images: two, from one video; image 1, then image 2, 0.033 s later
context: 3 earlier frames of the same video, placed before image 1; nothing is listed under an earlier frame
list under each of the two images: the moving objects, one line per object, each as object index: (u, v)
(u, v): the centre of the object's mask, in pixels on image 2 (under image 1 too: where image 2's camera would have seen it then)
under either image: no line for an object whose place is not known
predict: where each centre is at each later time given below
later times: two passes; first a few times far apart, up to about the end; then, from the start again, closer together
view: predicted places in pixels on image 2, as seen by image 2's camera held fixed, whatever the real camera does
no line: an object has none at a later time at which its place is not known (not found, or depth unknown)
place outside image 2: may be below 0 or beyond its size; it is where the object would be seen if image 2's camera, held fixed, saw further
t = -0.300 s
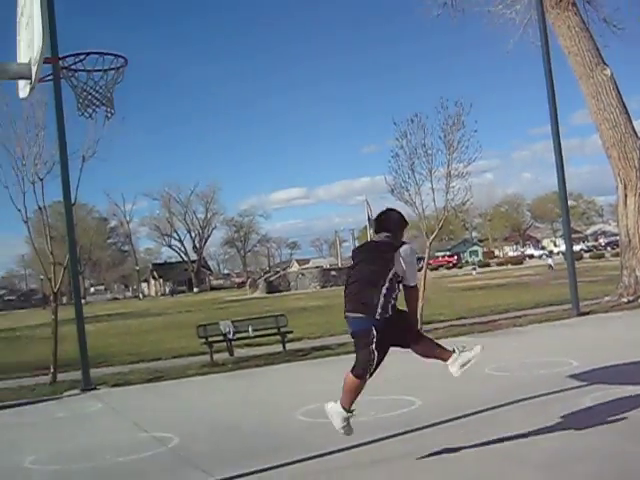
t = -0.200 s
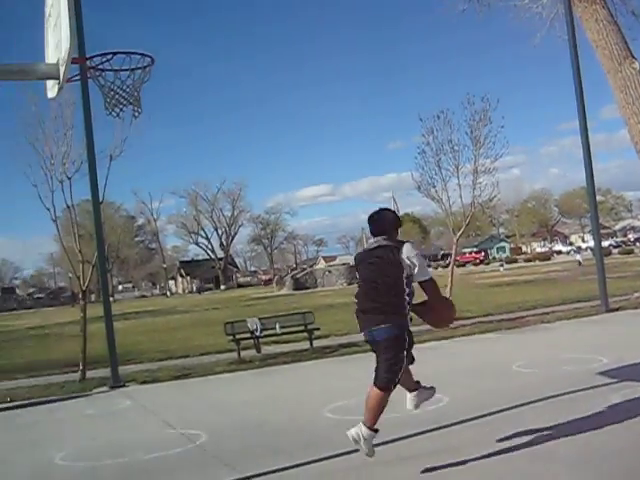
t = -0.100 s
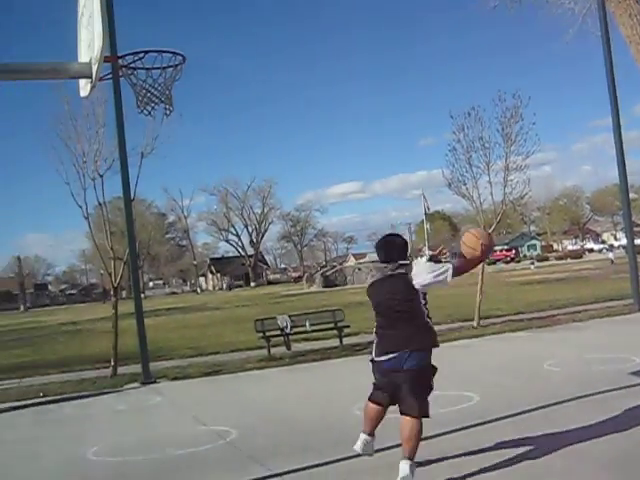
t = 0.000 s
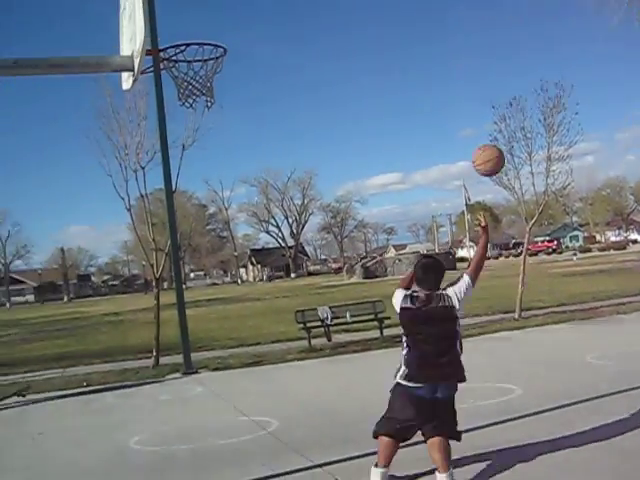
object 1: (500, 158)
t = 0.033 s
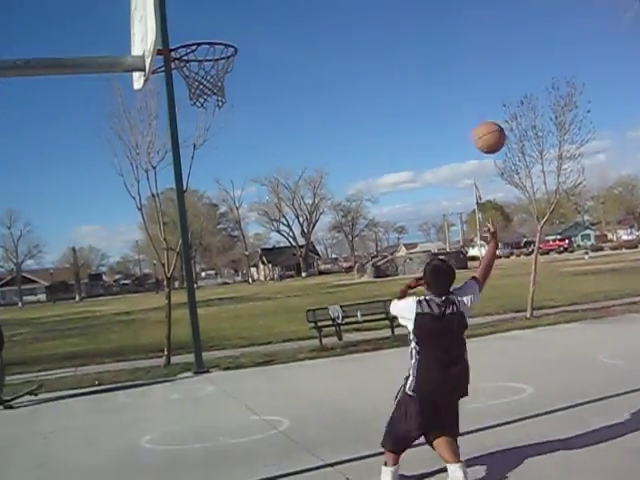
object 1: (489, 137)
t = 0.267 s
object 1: (428, 33)
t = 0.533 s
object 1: (373, 9)
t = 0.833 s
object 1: (327, 80)
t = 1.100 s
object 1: (299, 220)
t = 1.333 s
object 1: (281, 392)
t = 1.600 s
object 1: (254, 294)
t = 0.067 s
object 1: (479, 118)
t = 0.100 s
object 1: (469, 100)
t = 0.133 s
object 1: (461, 82)
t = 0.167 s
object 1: (452, 67)
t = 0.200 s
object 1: (444, 54)
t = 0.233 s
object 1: (435, 42)
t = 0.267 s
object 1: (428, 33)
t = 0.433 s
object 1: (392, 8)
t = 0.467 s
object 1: (385, 7)
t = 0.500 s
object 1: (379, 7)
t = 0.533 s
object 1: (373, 9)
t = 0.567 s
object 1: (368, 12)
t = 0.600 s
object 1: (362, 16)
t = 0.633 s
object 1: (356, 22)
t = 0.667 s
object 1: (351, 29)
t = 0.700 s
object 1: (345, 37)
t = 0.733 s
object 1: (341, 46)
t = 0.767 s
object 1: (336, 56)
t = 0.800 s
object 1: (332, 68)
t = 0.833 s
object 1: (327, 80)
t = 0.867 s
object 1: (323, 94)
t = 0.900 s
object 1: (319, 109)
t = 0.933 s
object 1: (315, 125)
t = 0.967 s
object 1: (312, 142)
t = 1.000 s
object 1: (308, 160)
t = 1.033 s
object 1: (305, 179)
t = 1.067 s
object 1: (302, 200)
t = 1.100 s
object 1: (299, 220)
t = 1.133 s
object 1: (296, 243)
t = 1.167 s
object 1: (293, 266)
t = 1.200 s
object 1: (291, 289)
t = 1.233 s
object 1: (288, 314)
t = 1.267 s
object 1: (286, 338)
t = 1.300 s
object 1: (284, 365)
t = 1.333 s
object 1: (281, 392)
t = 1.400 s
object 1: (275, 413)
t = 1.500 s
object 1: (265, 349)
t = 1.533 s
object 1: (261, 330)
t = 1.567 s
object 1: (258, 311)
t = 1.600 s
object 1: (254, 294)
